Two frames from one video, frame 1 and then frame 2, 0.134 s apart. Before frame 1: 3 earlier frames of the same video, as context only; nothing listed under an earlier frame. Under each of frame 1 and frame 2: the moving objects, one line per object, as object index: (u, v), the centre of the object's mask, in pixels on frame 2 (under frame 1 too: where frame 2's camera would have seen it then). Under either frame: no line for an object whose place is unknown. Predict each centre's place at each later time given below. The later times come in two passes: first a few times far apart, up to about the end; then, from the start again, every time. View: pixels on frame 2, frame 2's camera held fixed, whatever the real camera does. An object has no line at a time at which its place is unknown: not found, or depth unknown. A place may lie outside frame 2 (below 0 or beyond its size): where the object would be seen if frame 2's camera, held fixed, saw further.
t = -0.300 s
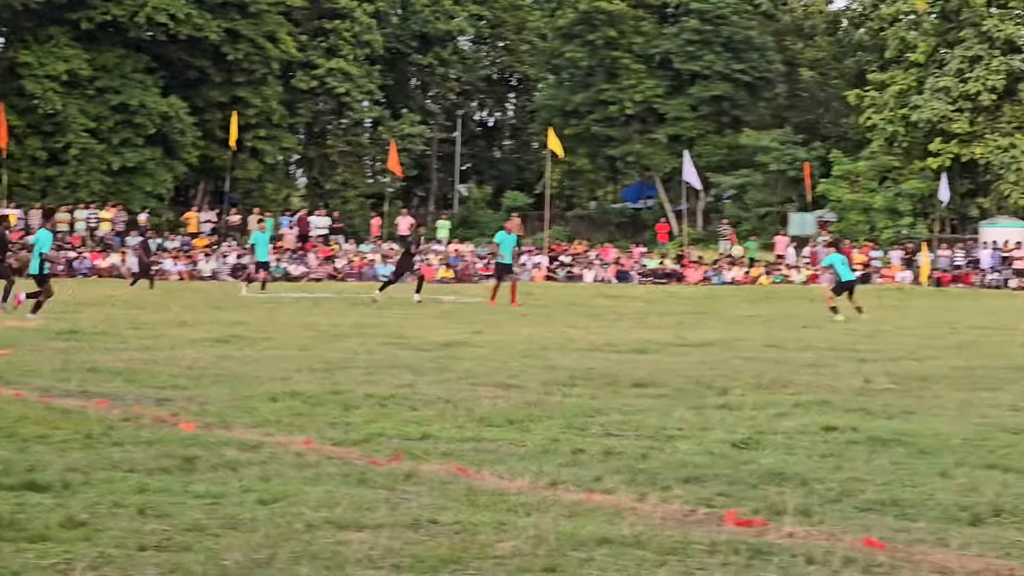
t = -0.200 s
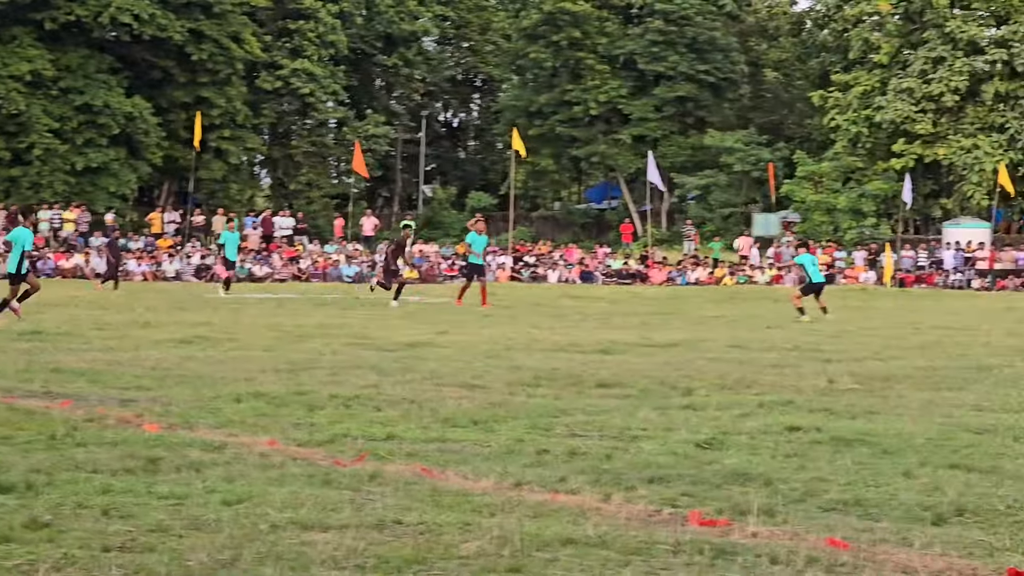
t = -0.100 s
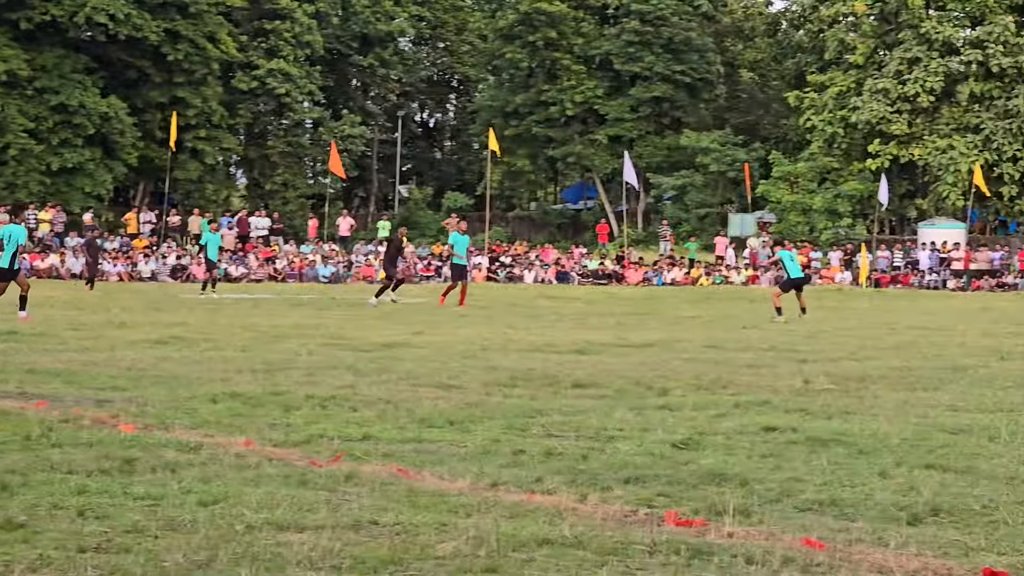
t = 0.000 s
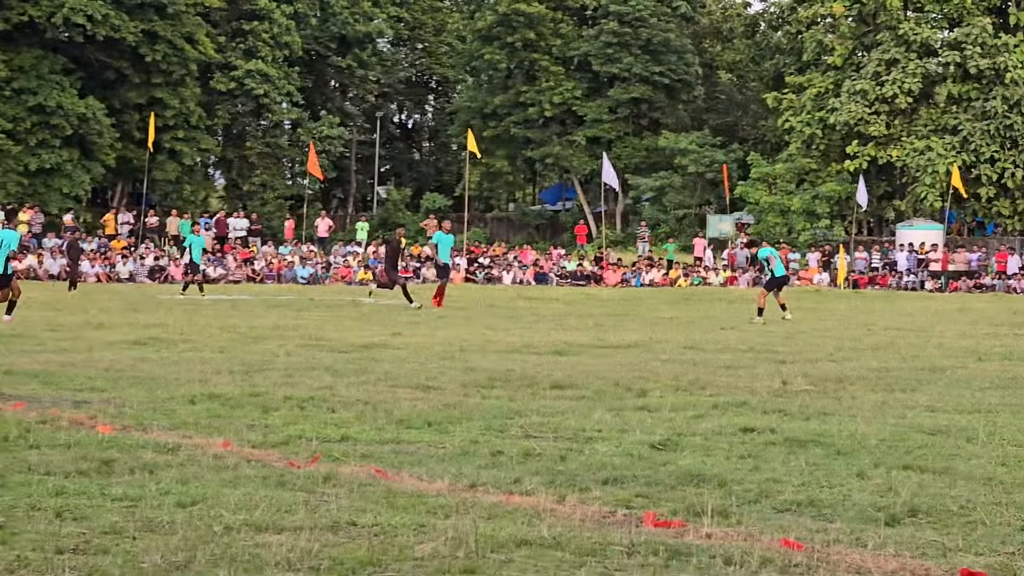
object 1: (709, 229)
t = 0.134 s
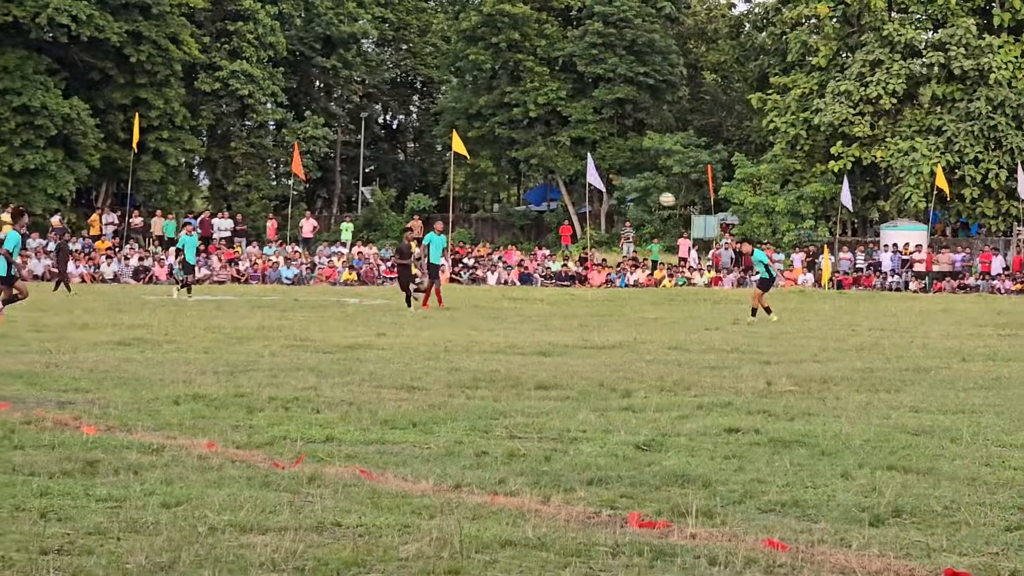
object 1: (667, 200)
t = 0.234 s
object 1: (634, 184)
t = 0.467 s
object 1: (557, 171)
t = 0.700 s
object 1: (476, 192)
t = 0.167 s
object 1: (656, 194)
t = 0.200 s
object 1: (645, 189)
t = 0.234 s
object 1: (634, 184)
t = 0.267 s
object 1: (624, 180)
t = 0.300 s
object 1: (613, 177)
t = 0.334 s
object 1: (603, 175)
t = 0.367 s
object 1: (590, 173)
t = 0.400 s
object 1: (579, 171)
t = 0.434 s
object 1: (568, 171)
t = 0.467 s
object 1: (557, 171)
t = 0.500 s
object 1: (546, 172)
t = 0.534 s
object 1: (534, 173)
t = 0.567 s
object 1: (523, 175)
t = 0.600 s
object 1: (511, 178)
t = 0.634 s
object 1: (500, 182)
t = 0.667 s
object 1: (488, 186)
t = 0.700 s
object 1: (476, 192)
